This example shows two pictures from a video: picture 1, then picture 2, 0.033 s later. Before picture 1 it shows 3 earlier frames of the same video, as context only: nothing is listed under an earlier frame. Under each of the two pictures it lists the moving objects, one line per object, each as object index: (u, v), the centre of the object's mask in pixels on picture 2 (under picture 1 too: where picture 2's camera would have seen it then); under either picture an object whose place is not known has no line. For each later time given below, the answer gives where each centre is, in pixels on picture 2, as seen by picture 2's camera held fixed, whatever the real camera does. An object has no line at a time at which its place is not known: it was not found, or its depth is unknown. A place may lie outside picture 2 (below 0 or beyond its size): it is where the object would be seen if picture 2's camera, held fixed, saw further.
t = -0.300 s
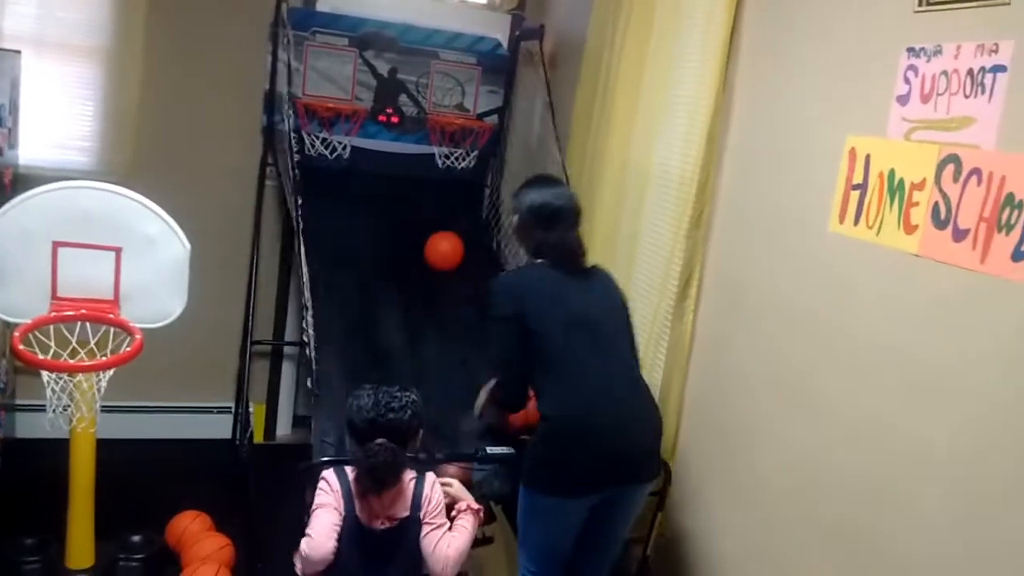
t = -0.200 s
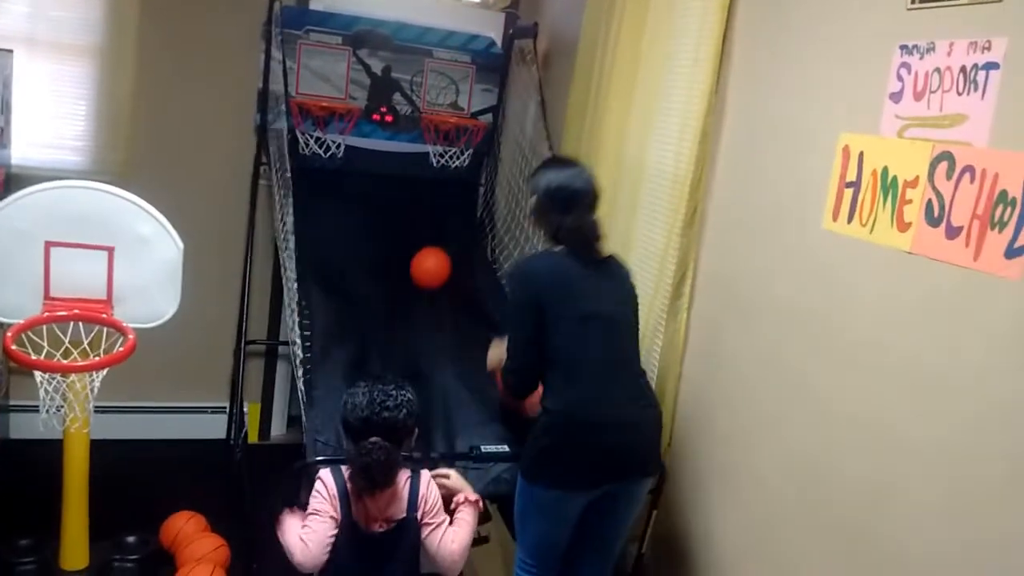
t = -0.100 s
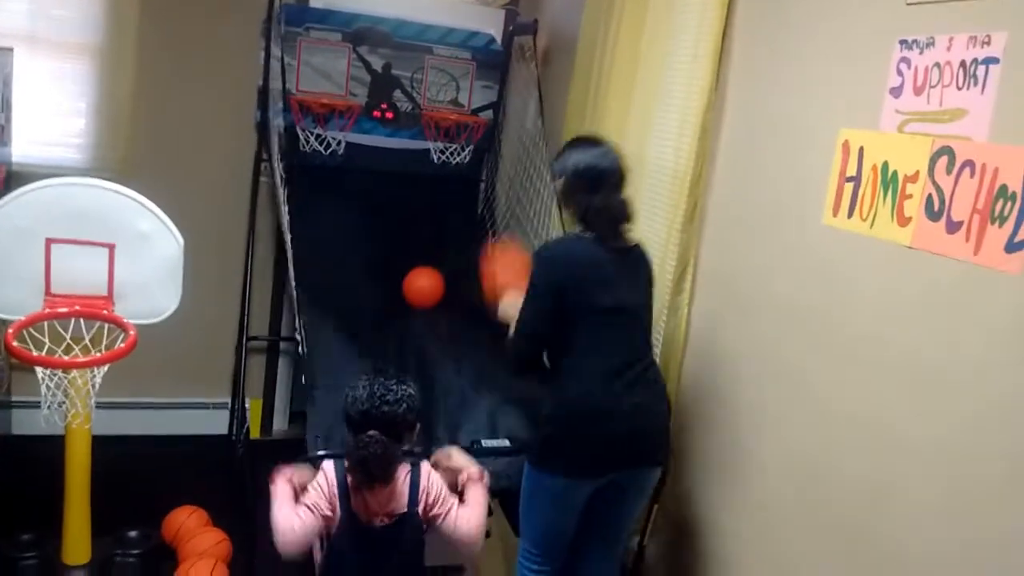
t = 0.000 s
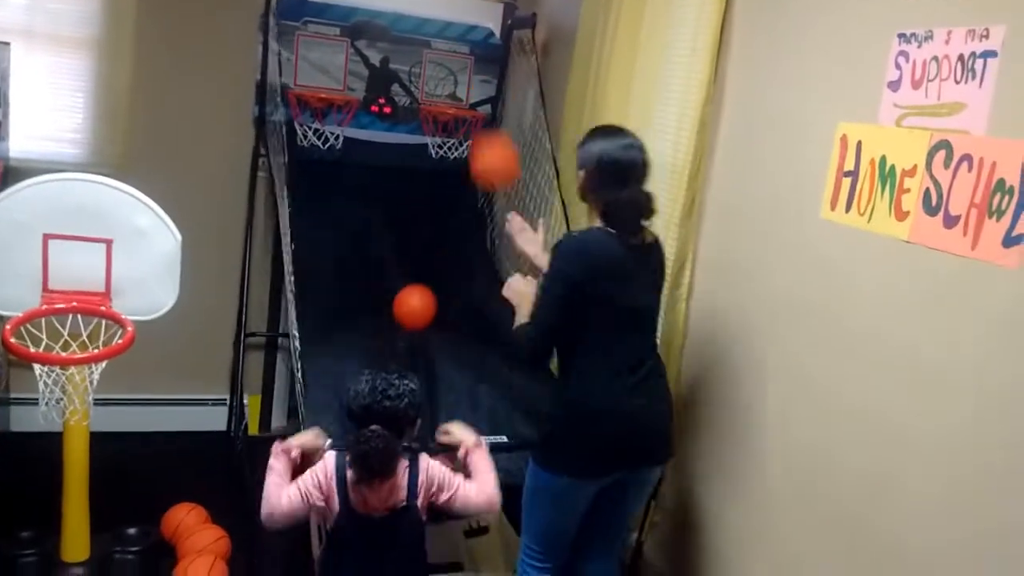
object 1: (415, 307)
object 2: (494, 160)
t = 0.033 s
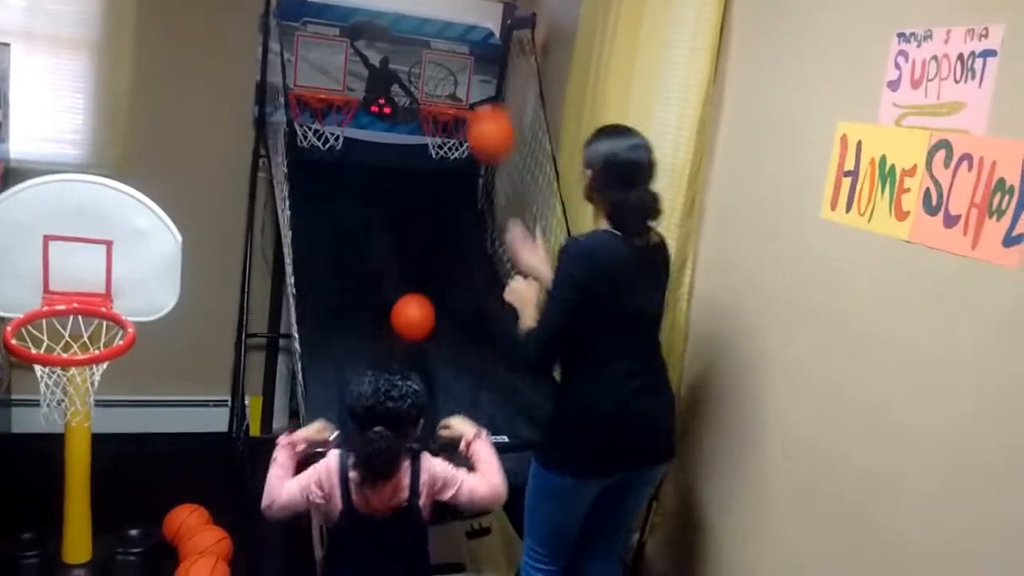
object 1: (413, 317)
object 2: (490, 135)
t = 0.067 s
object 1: (411, 327)
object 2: (488, 107)
